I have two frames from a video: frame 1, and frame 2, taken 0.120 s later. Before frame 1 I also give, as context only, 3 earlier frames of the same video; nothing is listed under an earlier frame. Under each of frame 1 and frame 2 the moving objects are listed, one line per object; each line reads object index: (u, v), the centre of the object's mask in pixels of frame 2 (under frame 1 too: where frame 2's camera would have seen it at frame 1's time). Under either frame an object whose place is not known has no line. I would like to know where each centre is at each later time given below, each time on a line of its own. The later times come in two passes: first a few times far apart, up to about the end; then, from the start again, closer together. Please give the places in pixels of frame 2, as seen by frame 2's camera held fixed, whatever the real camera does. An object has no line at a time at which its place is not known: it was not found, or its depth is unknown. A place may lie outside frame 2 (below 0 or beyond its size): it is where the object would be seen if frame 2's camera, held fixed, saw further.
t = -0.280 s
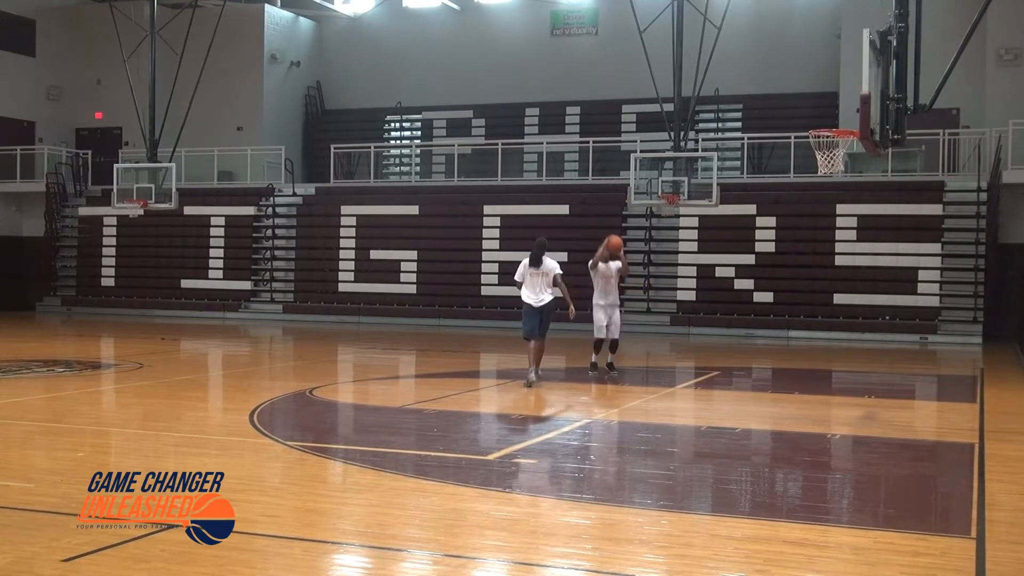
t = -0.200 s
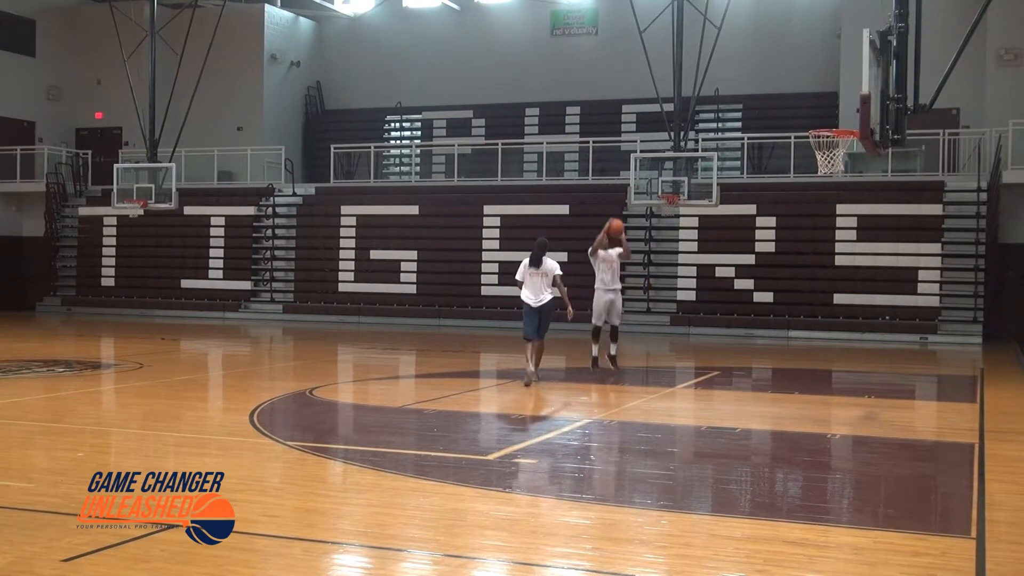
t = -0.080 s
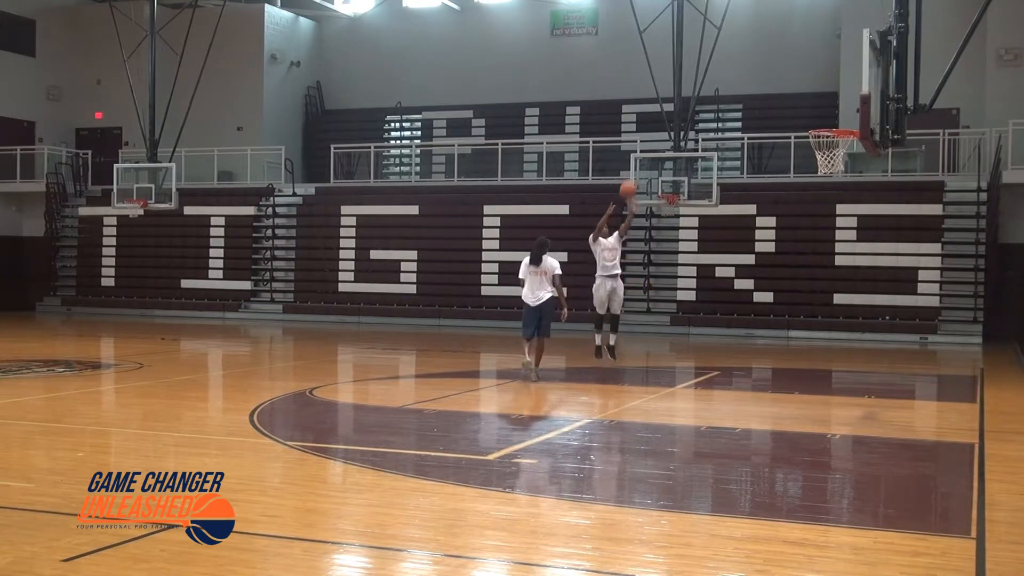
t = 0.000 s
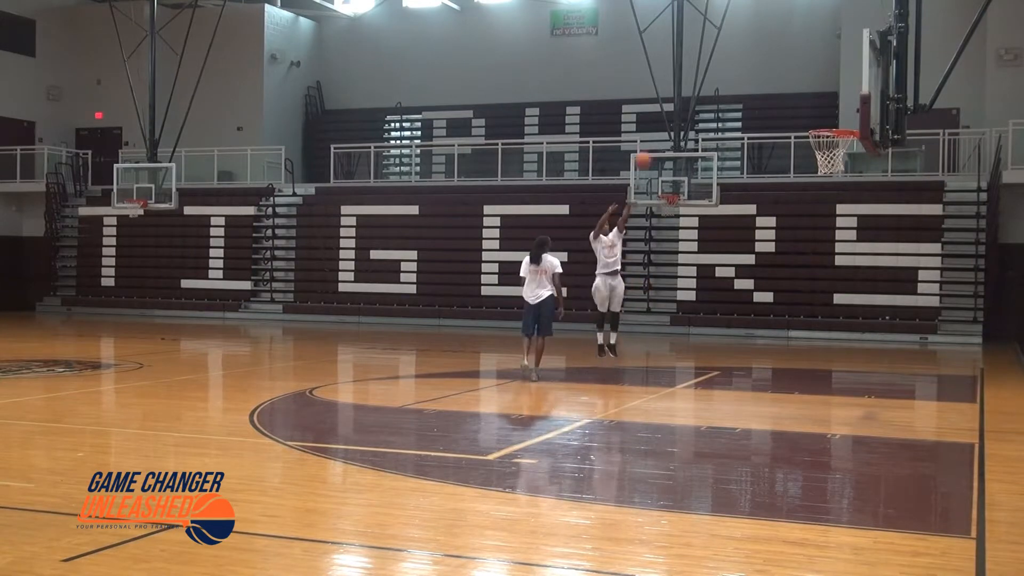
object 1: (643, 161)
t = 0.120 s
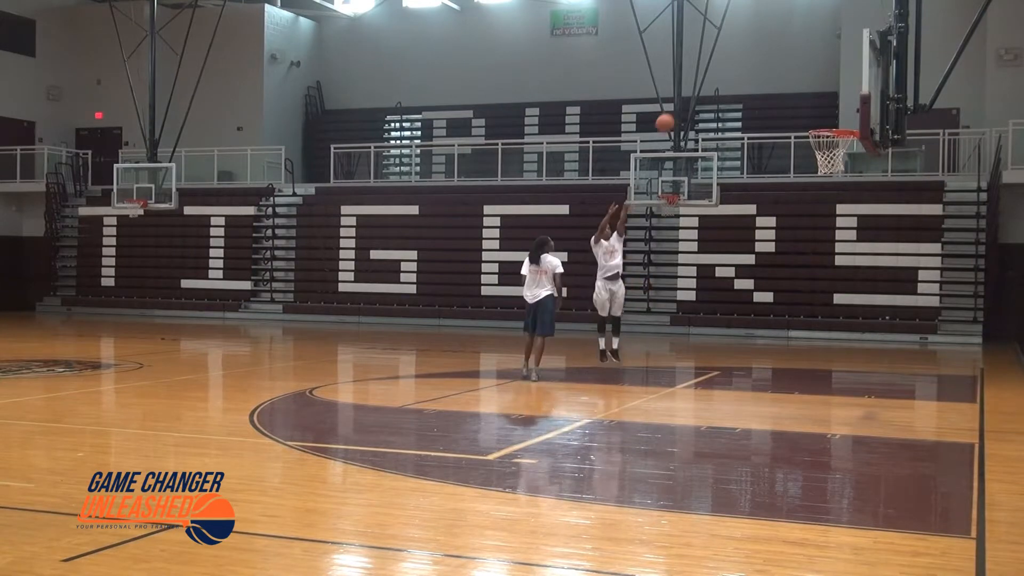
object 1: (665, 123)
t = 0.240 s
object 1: (688, 94)
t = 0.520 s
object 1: (748, 62)
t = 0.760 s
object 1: (803, 84)
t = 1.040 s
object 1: (825, 112)
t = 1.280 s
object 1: (848, 74)
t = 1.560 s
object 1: (843, 104)
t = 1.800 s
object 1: (831, 142)
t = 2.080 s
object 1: (846, 158)
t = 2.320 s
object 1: (831, 200)
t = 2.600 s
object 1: (812, 314)
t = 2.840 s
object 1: (799, 366)
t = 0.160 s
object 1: (672, 112)
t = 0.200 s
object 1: (681, 103)
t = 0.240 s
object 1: (688, 94)
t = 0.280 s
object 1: (696, 86)
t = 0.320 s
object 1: (704, 79)
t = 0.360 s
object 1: (713, 74)
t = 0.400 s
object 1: (722, 69)
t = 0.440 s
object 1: (730, 66)
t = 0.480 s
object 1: (739, 64)
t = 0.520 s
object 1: (748, 62)
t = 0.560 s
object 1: (756, 63)
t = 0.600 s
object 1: (766, 64)
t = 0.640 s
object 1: (775, 67)
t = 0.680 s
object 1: (784, 72)
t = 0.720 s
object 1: (794, 77)
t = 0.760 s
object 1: (803, 84)
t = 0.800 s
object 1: (814, 93)
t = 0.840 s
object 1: (824, 104)
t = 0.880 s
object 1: (834, 116)
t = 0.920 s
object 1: (842, 127)
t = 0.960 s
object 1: (826, 124)
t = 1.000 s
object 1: (821, 121)
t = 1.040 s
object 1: (825, 112)
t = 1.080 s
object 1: (829, 103)
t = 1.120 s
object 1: (832, 94)
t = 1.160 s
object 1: (837, 87)
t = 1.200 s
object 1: (841, 81)
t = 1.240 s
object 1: (845, 77)
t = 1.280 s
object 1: (848, 74)
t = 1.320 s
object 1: (852, 73)
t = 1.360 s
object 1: (854, 73)
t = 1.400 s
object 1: (854, 76)
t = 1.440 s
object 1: (853, 80)
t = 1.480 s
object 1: (850, 87)
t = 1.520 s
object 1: (846, 95)
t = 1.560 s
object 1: (843, 104)
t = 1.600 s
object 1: (839, 115)
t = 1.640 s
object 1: (835, 124)
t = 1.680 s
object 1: (829, 127)
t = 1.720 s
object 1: (824, 135)
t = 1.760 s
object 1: (824, 140)
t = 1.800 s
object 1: (831, 142)
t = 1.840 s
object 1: (839, 148)
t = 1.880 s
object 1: (844, 154)
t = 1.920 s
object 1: (847, 155)
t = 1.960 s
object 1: (849, 156)
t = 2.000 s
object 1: (849, 156)
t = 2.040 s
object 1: (848, 156)
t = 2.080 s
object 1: (846, 158)
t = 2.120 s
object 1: (844, 161)
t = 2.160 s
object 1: (843, 171)
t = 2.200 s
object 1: (839, 176)
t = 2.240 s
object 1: (836, 182)
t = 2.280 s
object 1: (833, 190)
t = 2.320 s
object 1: (831, 200)
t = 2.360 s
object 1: (828, 213)
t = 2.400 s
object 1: (825, 226)
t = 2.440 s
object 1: (822, 241)
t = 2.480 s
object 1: (820, 257)
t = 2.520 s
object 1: (817, 274)
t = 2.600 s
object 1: (812, 314)
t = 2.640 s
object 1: (809, 334)
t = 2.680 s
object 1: (807, 358)
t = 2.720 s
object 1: (804, 383)
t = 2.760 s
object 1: (802, 402)
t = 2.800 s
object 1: (800, 383)
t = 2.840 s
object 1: (799, 366)
